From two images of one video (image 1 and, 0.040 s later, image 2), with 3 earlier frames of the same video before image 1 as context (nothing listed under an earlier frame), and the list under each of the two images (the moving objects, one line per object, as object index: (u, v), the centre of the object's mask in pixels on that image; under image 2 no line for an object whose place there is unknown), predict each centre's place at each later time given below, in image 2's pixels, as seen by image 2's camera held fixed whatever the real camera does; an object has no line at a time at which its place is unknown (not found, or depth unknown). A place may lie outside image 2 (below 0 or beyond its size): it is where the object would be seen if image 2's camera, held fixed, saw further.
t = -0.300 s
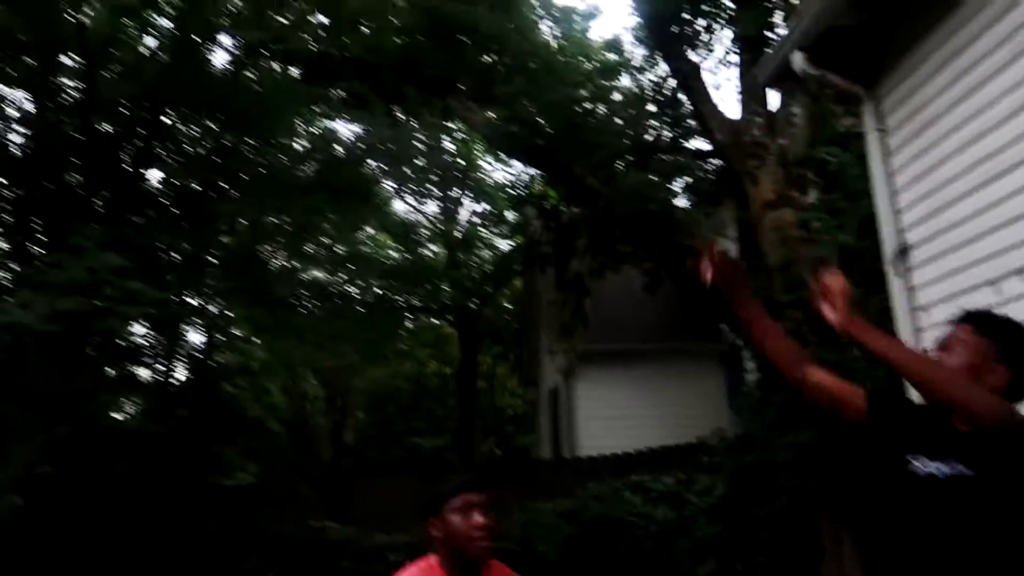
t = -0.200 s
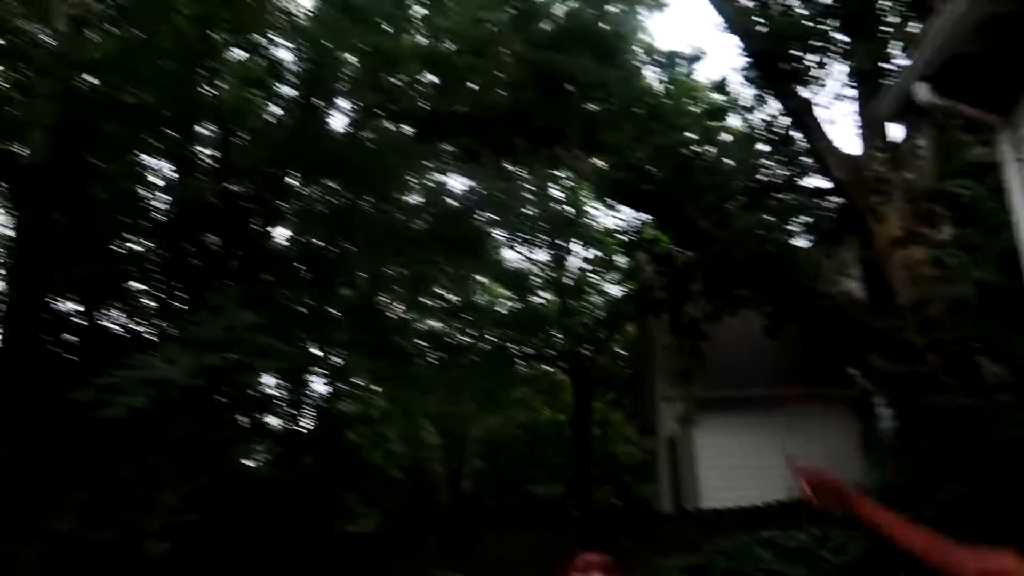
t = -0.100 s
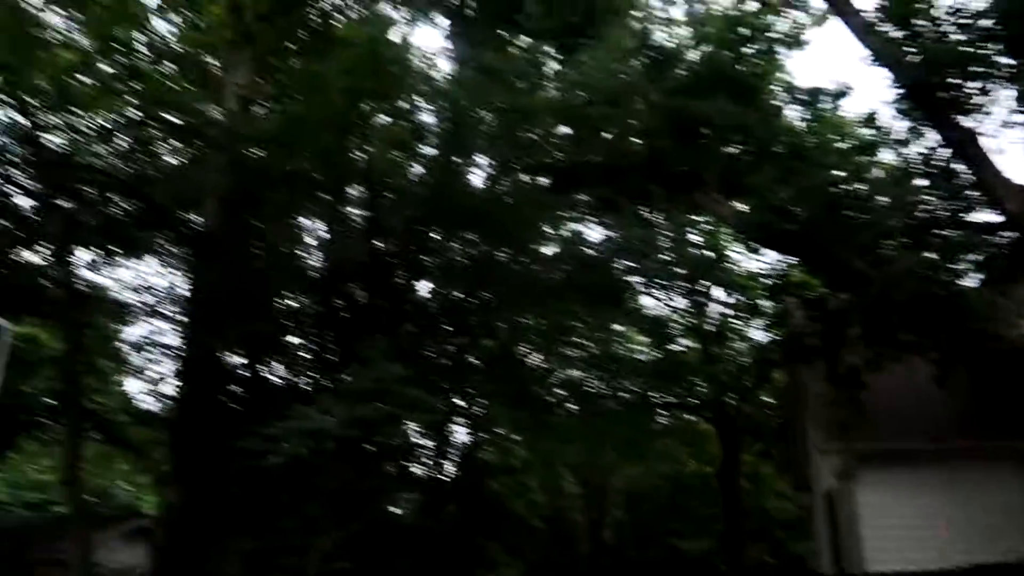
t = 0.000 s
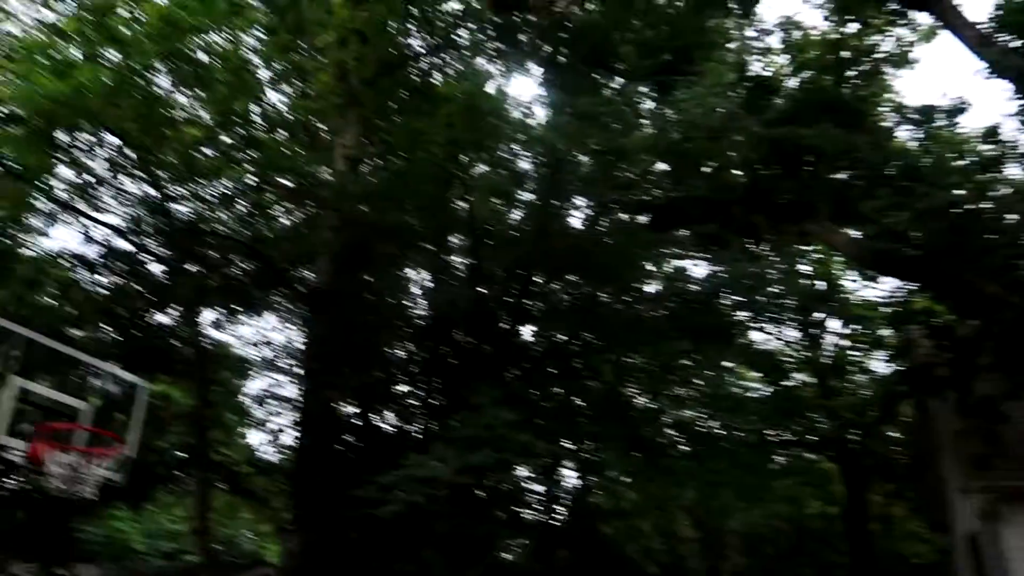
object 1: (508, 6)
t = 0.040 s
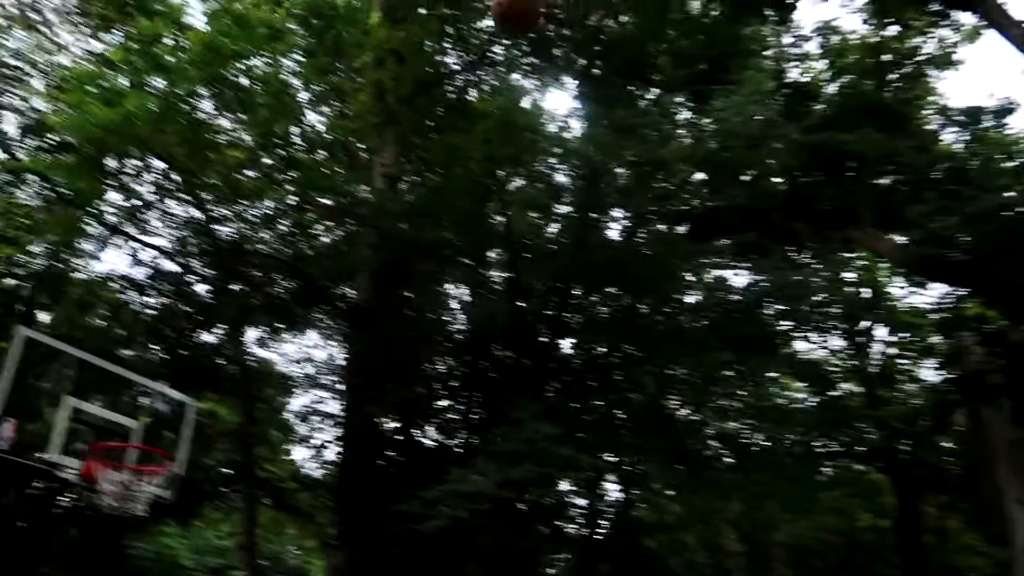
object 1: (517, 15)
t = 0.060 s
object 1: (504, 10)
